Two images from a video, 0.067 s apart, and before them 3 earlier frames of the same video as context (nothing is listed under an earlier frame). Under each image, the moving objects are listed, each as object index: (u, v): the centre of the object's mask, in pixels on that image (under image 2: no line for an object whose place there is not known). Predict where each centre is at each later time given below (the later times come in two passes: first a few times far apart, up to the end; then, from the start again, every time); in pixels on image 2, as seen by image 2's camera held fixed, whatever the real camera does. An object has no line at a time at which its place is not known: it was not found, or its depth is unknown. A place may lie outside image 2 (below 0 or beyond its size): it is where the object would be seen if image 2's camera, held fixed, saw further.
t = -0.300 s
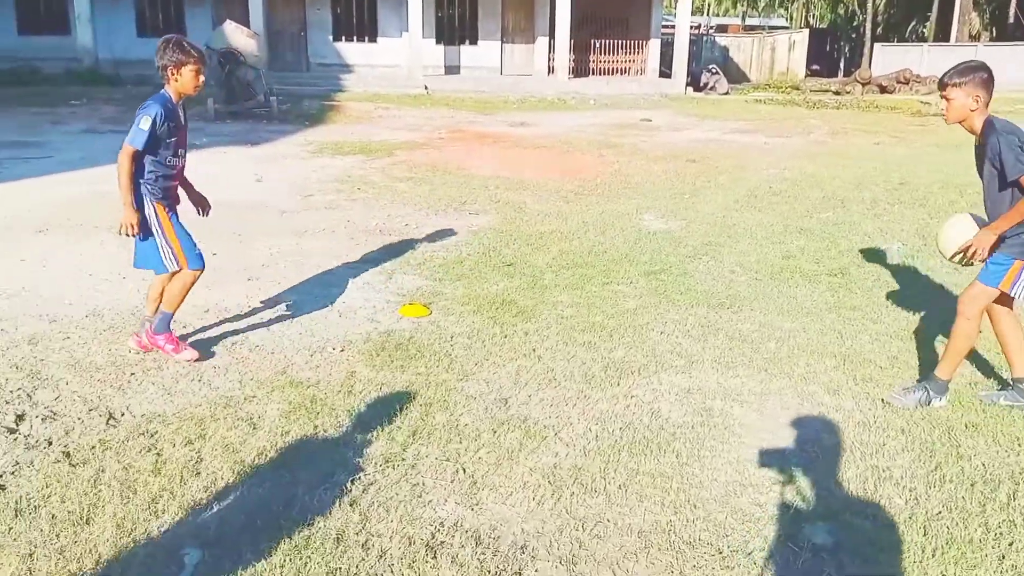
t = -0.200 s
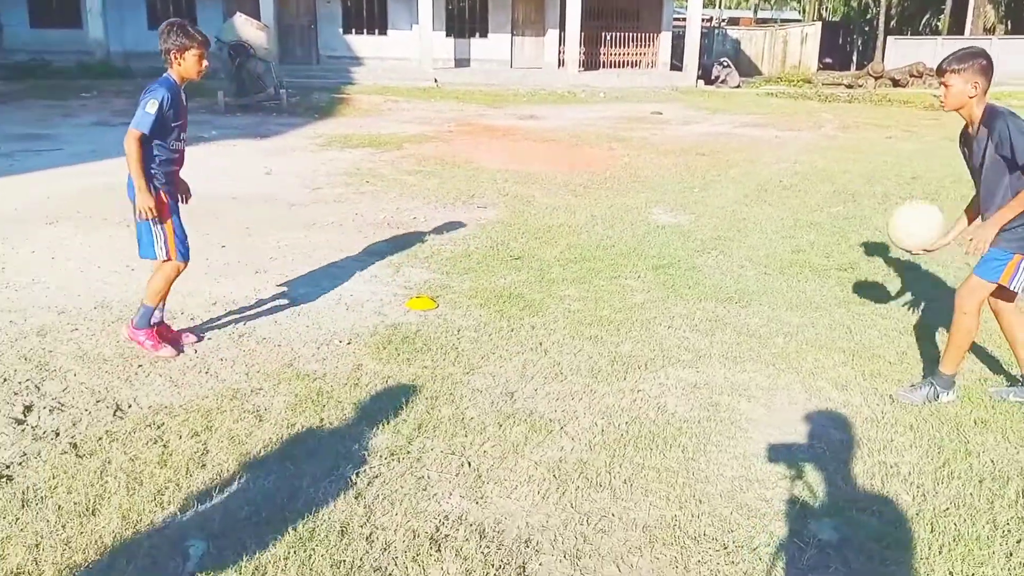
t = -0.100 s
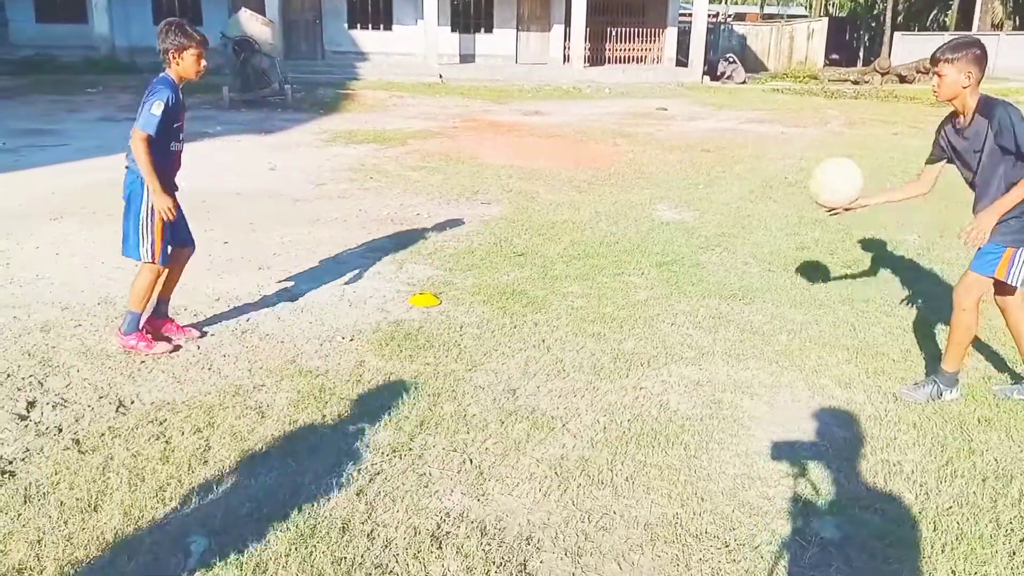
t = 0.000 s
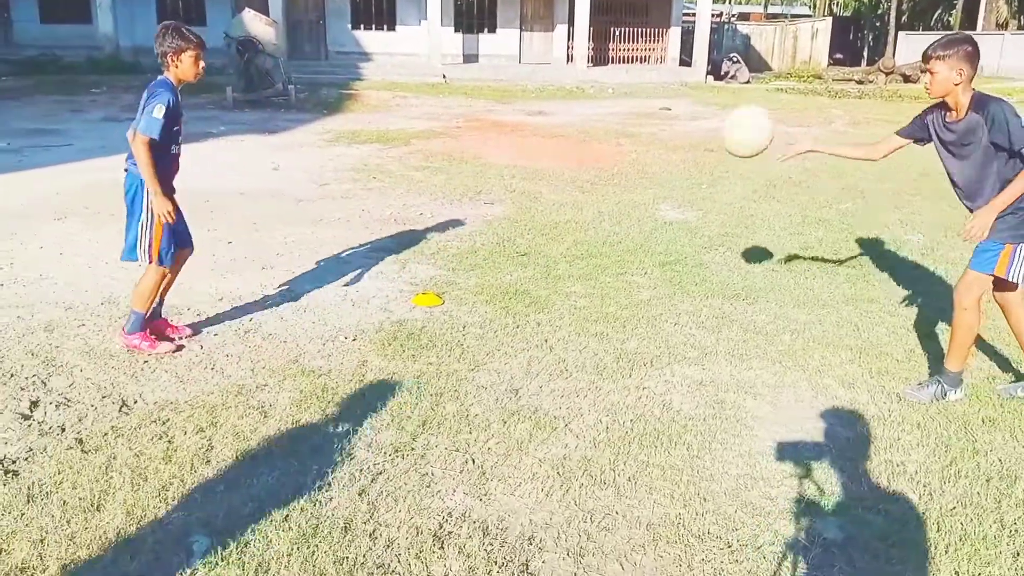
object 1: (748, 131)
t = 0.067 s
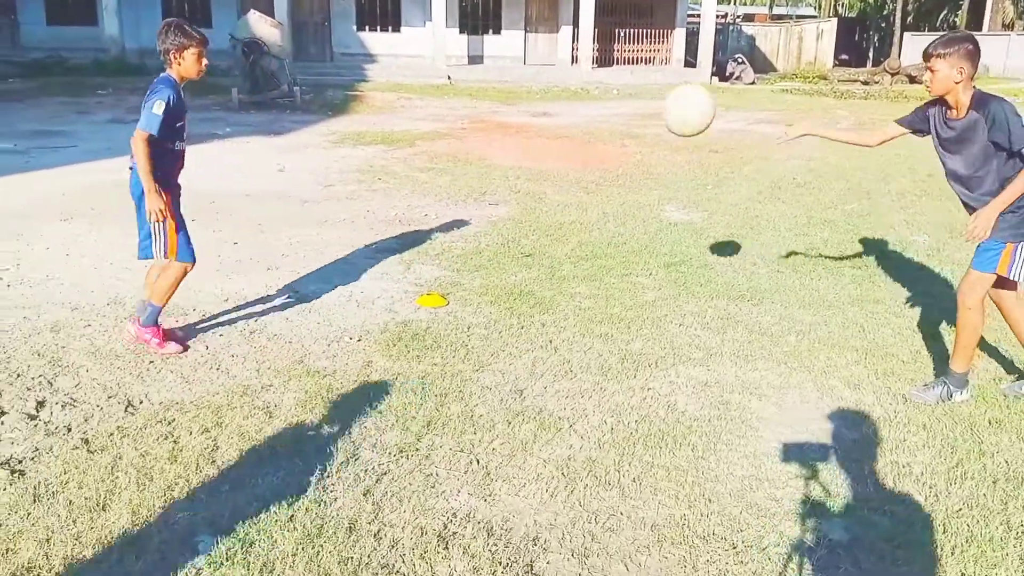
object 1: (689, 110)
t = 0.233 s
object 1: (528, 102)
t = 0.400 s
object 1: (373, 161)
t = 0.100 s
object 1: (656, 102)
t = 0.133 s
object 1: (624, 99)
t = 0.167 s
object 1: (591, 99)
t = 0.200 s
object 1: (559, 100)
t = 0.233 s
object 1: (528, 102)
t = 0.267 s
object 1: (496, 109)
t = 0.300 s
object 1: (464, 118)
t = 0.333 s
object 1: (433, 130)
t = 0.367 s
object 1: (403, 145)
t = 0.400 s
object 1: (373, 161)
